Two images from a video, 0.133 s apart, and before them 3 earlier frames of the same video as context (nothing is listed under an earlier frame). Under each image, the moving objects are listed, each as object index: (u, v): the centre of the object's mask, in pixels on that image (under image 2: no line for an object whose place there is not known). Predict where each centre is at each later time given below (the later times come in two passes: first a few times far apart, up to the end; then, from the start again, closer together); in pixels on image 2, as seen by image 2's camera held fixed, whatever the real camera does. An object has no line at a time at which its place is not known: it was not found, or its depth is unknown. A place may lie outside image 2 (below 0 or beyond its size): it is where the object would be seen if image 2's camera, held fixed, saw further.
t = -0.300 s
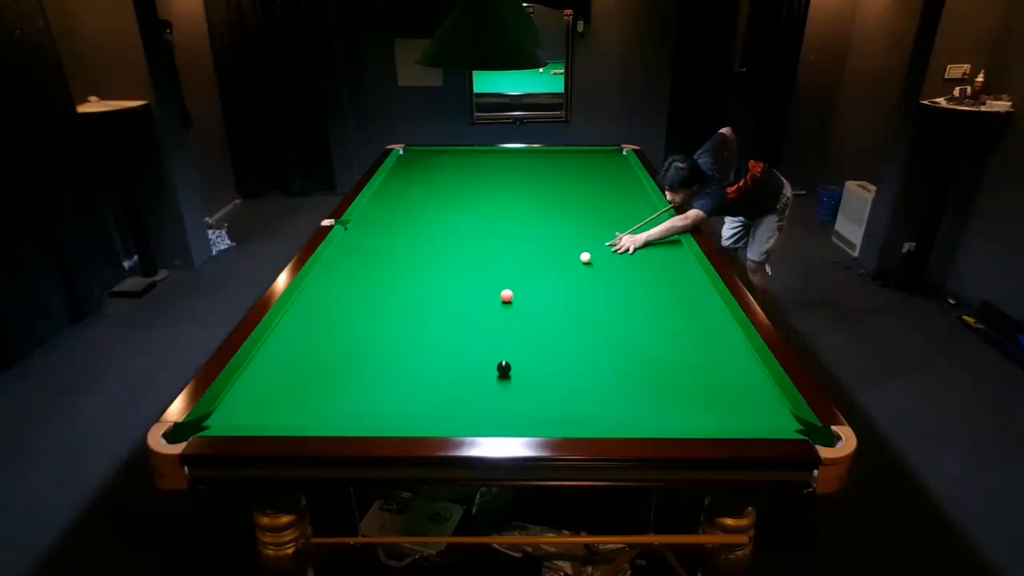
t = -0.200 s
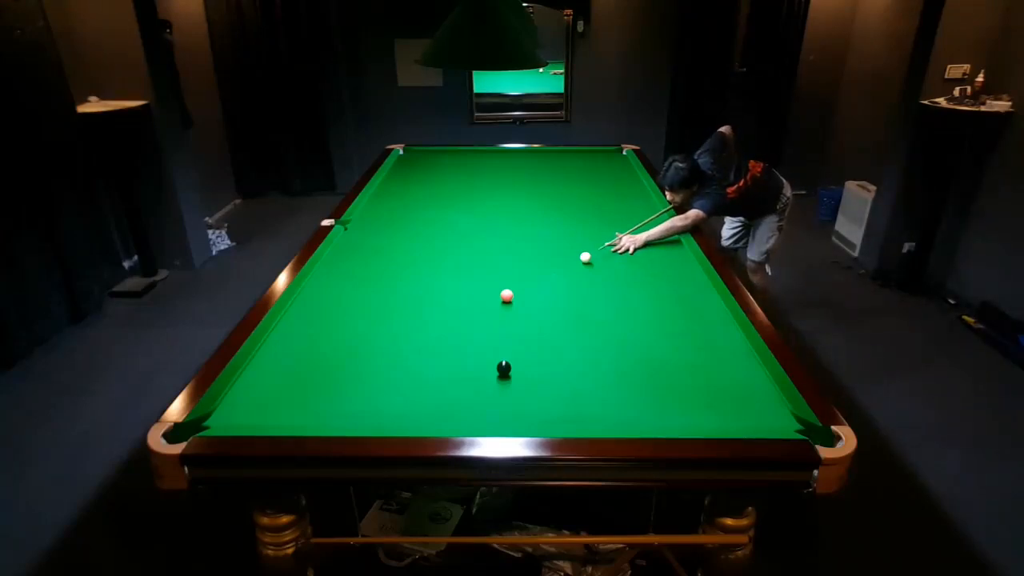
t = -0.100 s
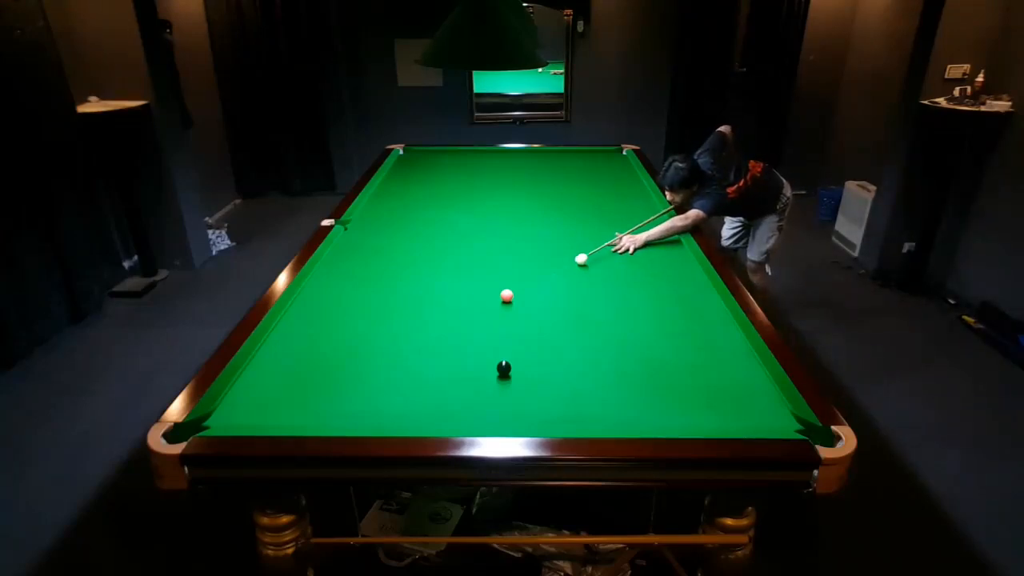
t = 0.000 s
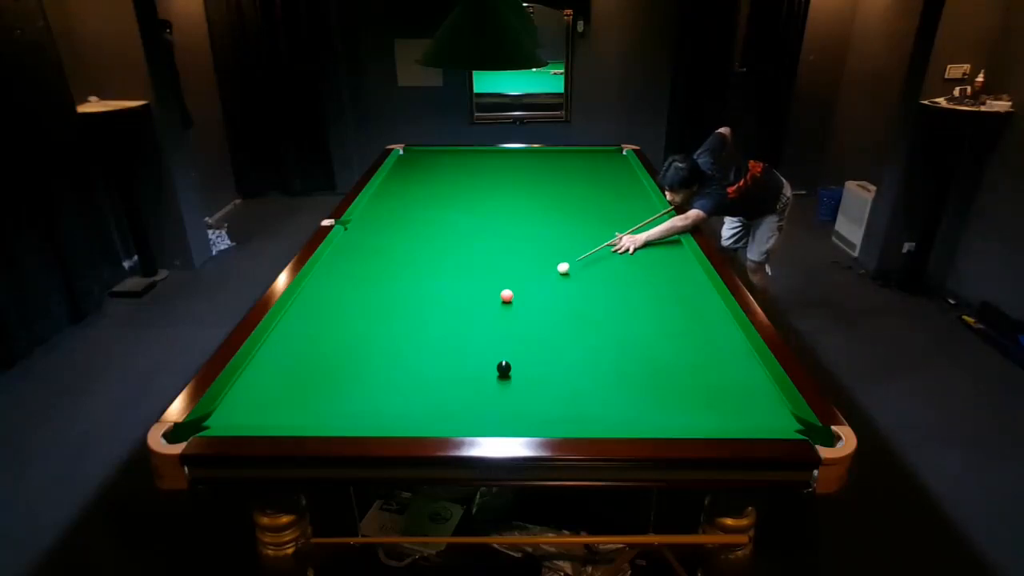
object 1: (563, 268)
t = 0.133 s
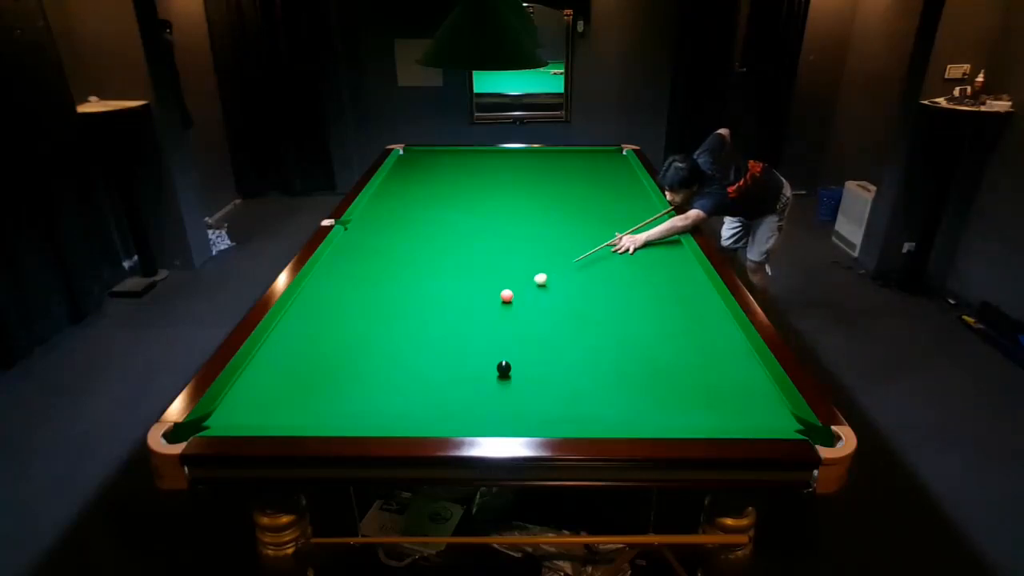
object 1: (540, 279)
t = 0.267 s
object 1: (517, 291)
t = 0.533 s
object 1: (506, 298)
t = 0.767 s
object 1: (496, 304)
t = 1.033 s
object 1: (484, 310)
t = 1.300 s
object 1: (474, 317)
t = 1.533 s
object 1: (465, 322)
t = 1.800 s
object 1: (456, 327)
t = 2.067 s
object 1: (448, 332)
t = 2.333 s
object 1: (440, 336)
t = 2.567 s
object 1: (435, 339)
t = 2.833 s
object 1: (430, 342)
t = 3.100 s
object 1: (426, 345)
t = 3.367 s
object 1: (423, 346)
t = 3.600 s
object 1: (422, 347)
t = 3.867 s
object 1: (422, 348)
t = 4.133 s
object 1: (422, 348)
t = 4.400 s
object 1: (422, 348)
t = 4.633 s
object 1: (422, 348)
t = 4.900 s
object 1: (422, 348)
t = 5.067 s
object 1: (421, 348)
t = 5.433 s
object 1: (422, 348)
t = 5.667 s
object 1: (422, 348)
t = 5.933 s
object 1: (422, 348)
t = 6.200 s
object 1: (422, 348)
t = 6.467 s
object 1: (421, 348)
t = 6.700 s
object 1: (421, 348)
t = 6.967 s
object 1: (422, 348)
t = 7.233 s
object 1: (422, 348)
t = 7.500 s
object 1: (422, 348)
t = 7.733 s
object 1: (422, 348)
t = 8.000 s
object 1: (422, 348)
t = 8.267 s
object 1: (421, 348)
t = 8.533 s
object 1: (422, 348)
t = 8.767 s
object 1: (422, 348)
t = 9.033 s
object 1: (421, 348)
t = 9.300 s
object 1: (421, 348)
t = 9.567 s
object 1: (421, 348)
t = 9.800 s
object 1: (422, 348)
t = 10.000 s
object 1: (422, 348)
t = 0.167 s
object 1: (535, 282)
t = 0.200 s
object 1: (529, 285)
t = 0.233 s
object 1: (522, 288)
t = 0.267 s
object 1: (517, 291)
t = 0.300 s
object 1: (515, 292)
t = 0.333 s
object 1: (515, 293)
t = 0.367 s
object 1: (513, 293)
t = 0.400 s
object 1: (512, 294)
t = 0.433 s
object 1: (510, 295)
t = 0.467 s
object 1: (509, 296)
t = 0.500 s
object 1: (508, 297)
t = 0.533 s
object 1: (506, 298)
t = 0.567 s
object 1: (505, 299)
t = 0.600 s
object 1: (503, 299)
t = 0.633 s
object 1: (502, 300)
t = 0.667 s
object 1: (500, 301)
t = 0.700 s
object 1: (499, 302)
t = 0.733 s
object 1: (497, 303)
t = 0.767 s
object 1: (496, 304)
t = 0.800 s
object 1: (494, 305)
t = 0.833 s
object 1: (493, 305)
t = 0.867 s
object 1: (491, 306)
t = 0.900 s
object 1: (490, 307)
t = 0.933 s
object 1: (489, 308)
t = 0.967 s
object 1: (487, 309)
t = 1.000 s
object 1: (486, 309)
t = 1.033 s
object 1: (484, 310)
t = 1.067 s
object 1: (483, 311)
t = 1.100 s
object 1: (482, 312)
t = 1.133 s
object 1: (480, 313)
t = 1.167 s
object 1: (479, 314)
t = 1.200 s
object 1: (478, 314)
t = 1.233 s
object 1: (476, 315)
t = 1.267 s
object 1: (475, 316)
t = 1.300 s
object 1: (474, 317)
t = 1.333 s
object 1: (473, 317)
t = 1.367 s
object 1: (472, 318)
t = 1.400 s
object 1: (470, 319)
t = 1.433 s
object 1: (469, 320)
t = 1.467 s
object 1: (468, 321)
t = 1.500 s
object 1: (466, 321)
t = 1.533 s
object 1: (465, 322)
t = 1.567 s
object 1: (464, 323)
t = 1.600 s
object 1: (463, 323)
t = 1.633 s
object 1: (462, 324)
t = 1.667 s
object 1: (461, 325)
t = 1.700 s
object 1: (459, 325)
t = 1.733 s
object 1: (458, 326)
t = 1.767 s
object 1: (457, 327)
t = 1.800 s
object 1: (456, 327)
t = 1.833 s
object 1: (455, 328)
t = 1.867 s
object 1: (454, 329)
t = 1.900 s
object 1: (453, 329)
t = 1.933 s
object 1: (452, 330)
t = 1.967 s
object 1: (451, 330)
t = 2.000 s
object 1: (450, 330)
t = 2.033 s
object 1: (449, 331)
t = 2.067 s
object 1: (448, 332)
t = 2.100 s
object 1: (447, 332)
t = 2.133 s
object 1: (446, 333)
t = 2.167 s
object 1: (445, 333)
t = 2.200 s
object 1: (444, 334)
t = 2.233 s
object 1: (443, 334)
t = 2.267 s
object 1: (442, 335)
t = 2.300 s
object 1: (441, 335)
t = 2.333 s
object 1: (440, 336)
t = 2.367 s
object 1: (440, 336)
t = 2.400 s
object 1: (439, 337)
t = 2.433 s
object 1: (438, 337)
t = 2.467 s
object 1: (437, 338)
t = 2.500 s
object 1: (436, 338)
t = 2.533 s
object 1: (436, 339)
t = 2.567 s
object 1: (435, 339)
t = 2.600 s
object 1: (434, 340)
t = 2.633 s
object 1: (434, 340)
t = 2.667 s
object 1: (433, 340)
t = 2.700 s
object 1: (432, 341)
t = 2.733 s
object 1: (432, 341)
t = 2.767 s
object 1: (431, 341)
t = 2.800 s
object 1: (430, 342)
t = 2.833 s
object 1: (430, 342)
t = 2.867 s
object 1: (429, 342)
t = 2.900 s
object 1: (429, 343)
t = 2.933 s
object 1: (428, 343)
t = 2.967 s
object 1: (427, 343)
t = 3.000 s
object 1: (427, 344)
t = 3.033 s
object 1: (426, 344)
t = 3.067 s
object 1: (426, 344)
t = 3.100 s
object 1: (426, 345)
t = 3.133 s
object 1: (425, 345)
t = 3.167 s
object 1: (425, 345)
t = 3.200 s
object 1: (425, 345)
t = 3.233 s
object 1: (424, 346)
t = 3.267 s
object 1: (424, 346)
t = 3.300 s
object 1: (424, 346)
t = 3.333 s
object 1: (423, 346)
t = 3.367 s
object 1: (423, 346)
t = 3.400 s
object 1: (423, 347)
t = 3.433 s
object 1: (423, 347)
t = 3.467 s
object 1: (422, 347)
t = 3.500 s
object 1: (422, 347)
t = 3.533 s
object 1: (422, 347)
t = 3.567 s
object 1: (422, 347)
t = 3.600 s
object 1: (422, 347)
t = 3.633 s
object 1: (422, 347)
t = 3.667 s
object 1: (422, 348)
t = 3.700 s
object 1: (422, 348)
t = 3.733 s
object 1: (422, 348)
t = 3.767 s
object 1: (422, 348)
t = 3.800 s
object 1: (422, 348)
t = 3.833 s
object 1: (422, 348)
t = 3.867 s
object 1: (422, 348)
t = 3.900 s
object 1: (422, 348)
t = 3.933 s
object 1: (422, 348)
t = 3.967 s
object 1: (422, 348)
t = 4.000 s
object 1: (422, 348)
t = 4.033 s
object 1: (422, 348)
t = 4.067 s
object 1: (422, 348)
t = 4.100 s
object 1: (422, 348)
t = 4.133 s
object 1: (422, 348)
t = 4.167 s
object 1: (422, 348)
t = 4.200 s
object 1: (422, 348)
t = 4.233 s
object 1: (422, 348)
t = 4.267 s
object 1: (422, 348)
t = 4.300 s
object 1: (422, 348)
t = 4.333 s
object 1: (422, 348)
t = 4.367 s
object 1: (422, 348)
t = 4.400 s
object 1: (422, 348)
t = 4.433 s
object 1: (422, 348)
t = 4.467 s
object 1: (422, 348)
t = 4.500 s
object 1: (422, 348)
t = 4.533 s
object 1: (422, 348)
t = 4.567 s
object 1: (422, 348)
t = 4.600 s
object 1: (422, 348)
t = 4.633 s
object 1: (422, 348)
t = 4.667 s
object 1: (421, 348)
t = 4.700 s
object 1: (422, 348)
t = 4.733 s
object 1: (422, 348)
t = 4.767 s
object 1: (422, 348)
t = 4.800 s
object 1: (421, 348)
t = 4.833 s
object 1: (421, 348)
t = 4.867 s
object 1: (421, 348)
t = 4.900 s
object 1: (422, 348)
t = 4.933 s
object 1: (422, 348)
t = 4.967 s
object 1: (422, 348)
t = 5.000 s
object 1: (422, 348)
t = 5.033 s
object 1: (421, 348)
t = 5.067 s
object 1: (421, 348)
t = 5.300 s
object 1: (423, 345)
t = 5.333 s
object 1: (422, 348)
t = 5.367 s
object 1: (422, 347)
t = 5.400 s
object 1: (422, 348)
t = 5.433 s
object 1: (422, 348)
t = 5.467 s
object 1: (422, 348)
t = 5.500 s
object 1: (422, 348)
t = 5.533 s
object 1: (422, 348)
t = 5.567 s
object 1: (422, 348)
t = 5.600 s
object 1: (422, 348)
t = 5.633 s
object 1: (422, 348)
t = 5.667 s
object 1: (422, 348)
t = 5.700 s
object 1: (422, 348)
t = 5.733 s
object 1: (422, 348)
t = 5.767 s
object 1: (422, 348)
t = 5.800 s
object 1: (422, 348)
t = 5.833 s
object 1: (422, 348)
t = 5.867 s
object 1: (422, 348)
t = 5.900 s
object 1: (422, 348)
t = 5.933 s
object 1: (422, 348)
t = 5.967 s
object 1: (422, 348)
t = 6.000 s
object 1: (422, 348)
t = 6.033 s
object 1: (422, 348)
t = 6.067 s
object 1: (422, 348)
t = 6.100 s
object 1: (422, 348)
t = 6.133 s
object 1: (422, 348)
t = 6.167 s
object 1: (422, 348)
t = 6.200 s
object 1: (422, 348)
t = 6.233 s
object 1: (422, 348)
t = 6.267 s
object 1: (422, 348)
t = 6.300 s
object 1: (421, 348)
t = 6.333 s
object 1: (421, 348)
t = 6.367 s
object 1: (421, 348)
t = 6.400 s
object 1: (421, 348)
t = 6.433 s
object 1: (421, 348)
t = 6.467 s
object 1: (421, 348)
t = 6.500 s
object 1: (421, 348)
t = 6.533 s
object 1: (421, 348)
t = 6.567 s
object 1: (421, 348)
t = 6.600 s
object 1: (421, 348)
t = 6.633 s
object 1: (421, 348)
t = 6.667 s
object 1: (421, 348)
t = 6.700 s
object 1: (421, 348)
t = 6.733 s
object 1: (422, 348)
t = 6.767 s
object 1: (422, 348)
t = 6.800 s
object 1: (422, 348)
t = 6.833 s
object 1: (422, 348)
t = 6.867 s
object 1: (422, 348)
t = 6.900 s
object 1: (422, 348)
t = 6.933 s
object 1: (422, 348)
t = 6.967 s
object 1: (422, 348)
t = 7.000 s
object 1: (422, 348)
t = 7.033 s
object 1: (422, 348)
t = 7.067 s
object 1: (422, 348)
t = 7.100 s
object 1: (422, 348)
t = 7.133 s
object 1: (422, 348)
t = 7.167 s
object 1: (422, 348)
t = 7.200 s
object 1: (422, 348)
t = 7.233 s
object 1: (422, 348)
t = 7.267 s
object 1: (422, 348)
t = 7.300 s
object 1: (422, 348)
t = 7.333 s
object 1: (422, 348)
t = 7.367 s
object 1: (422, 348)
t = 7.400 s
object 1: (422, 348)
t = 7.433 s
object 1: (422, 348)
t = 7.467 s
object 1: (422, 348)
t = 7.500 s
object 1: (422, 348)
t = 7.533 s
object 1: (422, 348)
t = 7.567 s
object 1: (422, 348)
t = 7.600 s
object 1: (422, 348)
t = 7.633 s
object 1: (422, 348)
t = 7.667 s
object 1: (422, 348)
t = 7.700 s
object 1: (422, 348)
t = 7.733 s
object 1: (422, 348)
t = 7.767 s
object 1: (422, 348)
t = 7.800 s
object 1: (422, 348)
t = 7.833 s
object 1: (422, 348)
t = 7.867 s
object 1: (422, 348)
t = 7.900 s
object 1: (422, 348)
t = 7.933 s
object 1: (422, 348)
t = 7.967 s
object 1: (422, 348)
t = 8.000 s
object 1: (422, 348)
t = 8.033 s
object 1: (422, 348)
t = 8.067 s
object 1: (422, 348)
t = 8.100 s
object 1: (421, 348)
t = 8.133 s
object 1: (421, 348)
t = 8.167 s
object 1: (421, 348)
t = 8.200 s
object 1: (421, 348)
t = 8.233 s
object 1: (421, 348)
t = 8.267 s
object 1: (421, 348)
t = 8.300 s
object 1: (421, 348)
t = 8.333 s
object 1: (422, 348)
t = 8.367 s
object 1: (421, 348)
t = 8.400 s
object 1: (422, 348)
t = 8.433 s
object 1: (421, 348)
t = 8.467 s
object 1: (422, 348)
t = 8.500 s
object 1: (422, 348)
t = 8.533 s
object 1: (422, 348)
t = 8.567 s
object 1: (422, 348)
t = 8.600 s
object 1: (422, 348)
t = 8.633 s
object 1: (422, 348)
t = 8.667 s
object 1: (422, 348)
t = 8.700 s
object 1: (422, 348)
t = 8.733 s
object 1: (422, 348)
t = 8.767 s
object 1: (422, 348)
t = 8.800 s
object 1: (422, 348)
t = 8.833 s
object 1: (421, 348)
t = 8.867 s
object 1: (421, 348)
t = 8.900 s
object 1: (422, 348)
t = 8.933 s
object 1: (422, 348)
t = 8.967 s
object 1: (422, 348)
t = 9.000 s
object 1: (421, 348)
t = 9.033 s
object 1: (421, 348)
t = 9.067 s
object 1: (421, 348)
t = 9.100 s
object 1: (421, 348)
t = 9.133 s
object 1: (421, 348)
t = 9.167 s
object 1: (421, 348)
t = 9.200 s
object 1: (421, 348)
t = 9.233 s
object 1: (421, 348)
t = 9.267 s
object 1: (421, 348)
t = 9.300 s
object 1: (421, 348)
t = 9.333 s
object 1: (421, 348)
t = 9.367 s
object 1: (422, 348)
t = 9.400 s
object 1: (422, 348)
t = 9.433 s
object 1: (422, 348)
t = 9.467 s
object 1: (422, 348)
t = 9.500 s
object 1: (421, 348)
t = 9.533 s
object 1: (421, 348)
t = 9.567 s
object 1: (421, 348)
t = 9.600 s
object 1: (421, 348)
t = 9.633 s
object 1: (422, 348)
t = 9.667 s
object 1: (422, 348)
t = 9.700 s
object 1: (421, 348)
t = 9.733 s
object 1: (422, 348)
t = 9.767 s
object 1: (422, 348)
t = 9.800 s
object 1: (422, 348)
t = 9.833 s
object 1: (422, 348)
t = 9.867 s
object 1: (422, 348)
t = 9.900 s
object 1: (422, 348)
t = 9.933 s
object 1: (422, 348)
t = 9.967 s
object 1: (422, 348)
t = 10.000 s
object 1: (422, 348)
